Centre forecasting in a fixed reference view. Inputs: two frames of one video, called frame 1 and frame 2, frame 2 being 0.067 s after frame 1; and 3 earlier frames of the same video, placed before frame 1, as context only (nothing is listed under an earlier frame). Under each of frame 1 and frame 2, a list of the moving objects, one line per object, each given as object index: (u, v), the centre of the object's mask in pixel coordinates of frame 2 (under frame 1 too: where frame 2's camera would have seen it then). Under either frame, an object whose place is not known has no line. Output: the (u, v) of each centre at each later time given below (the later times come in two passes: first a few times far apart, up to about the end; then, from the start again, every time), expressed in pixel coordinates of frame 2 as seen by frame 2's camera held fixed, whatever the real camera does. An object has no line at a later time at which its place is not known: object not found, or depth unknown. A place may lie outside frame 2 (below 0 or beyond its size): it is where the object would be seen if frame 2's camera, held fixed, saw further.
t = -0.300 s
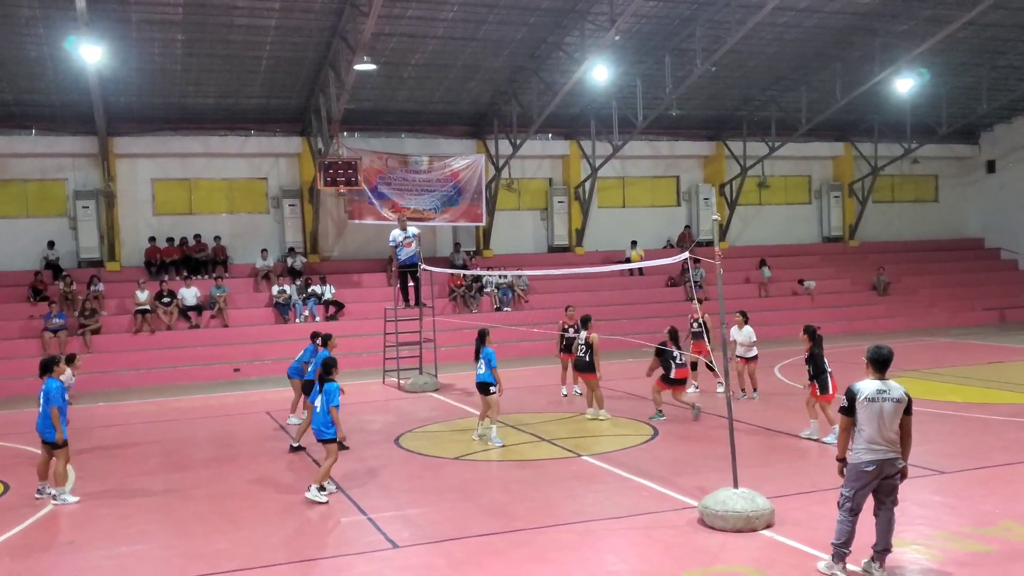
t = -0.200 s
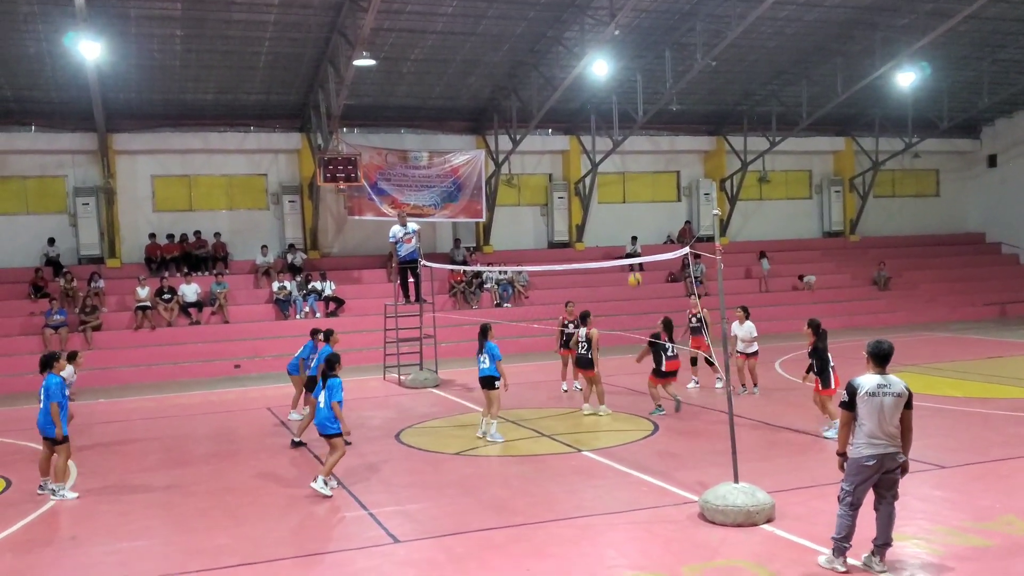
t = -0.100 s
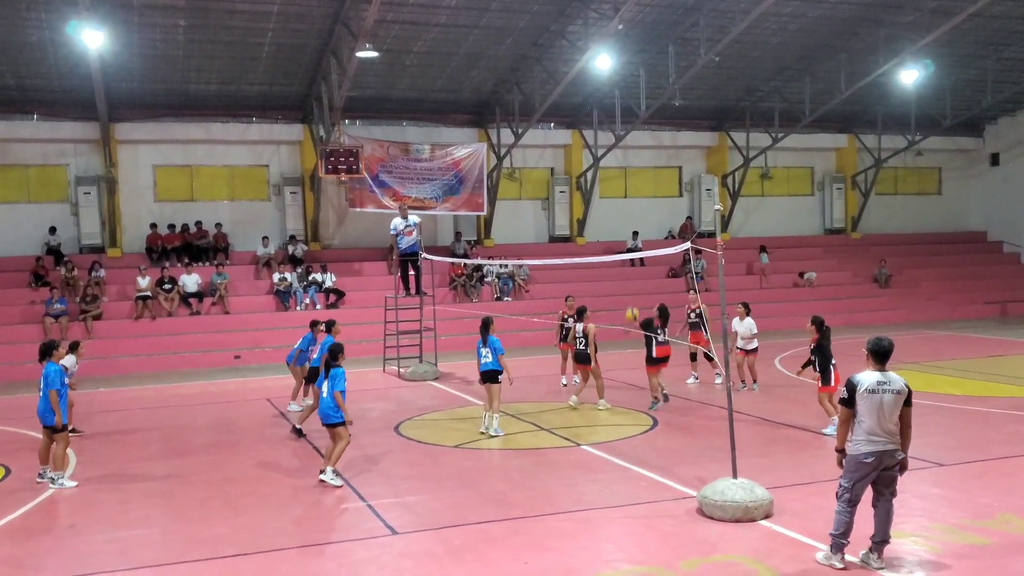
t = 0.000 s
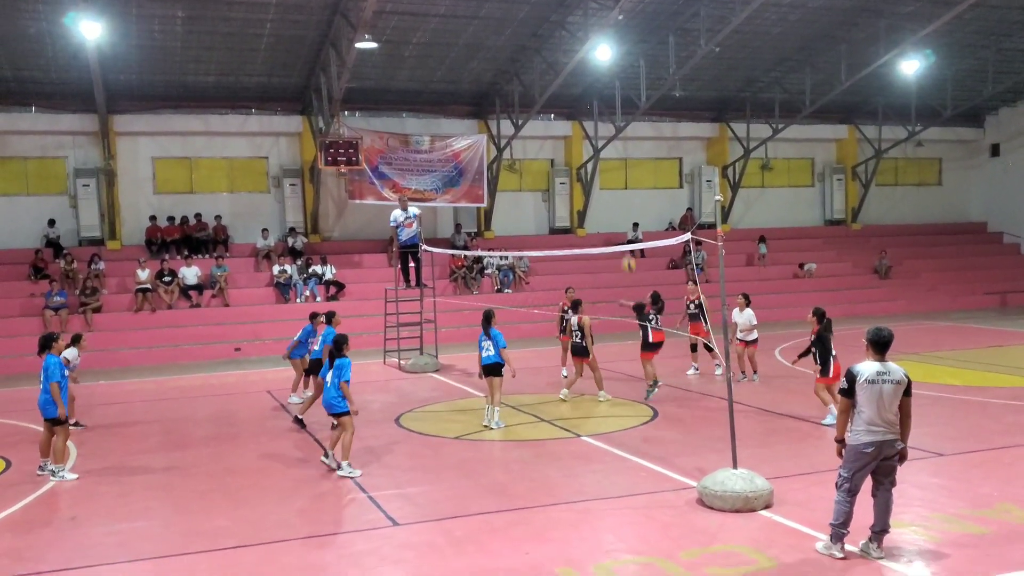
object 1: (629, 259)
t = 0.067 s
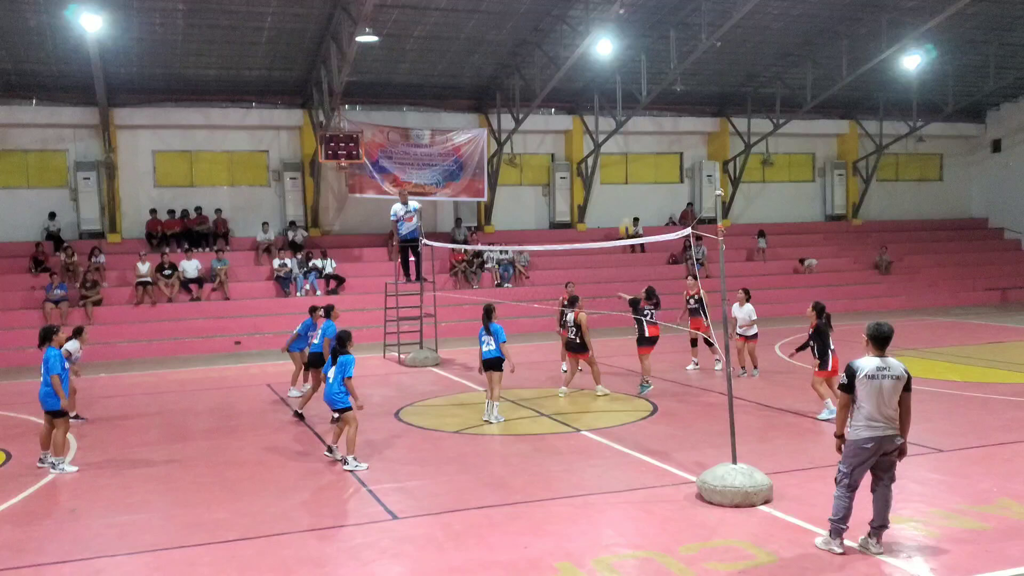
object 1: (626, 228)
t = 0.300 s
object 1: (618, 144)
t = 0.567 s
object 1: (610, 96)
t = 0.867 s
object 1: (603, 99)
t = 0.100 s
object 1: (625, 213)
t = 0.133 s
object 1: (624, 200)
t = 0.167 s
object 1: (623, 186)
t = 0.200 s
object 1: (622, 175)
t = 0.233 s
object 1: (621, 162)
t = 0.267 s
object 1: (620, 154)
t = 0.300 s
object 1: (618, 144)
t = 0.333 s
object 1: (617, 135)
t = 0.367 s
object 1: (616, 127)
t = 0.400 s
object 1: (615, 120)
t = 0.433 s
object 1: (614, 114)
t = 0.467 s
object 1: (613, 108)
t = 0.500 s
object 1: (612, 103)
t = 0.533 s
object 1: (611, 99)
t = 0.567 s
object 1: (610, 96)
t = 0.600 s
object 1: (609, 94)
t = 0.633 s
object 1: (608, 92)
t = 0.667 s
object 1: (607, 91)
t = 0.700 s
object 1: (607, 90)
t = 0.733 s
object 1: (606, 90)
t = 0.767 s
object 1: (605, 91)
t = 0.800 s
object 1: (604, 93)
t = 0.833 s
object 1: (604, 96)
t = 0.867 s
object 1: (603, 99)
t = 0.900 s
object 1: (603, 103)
